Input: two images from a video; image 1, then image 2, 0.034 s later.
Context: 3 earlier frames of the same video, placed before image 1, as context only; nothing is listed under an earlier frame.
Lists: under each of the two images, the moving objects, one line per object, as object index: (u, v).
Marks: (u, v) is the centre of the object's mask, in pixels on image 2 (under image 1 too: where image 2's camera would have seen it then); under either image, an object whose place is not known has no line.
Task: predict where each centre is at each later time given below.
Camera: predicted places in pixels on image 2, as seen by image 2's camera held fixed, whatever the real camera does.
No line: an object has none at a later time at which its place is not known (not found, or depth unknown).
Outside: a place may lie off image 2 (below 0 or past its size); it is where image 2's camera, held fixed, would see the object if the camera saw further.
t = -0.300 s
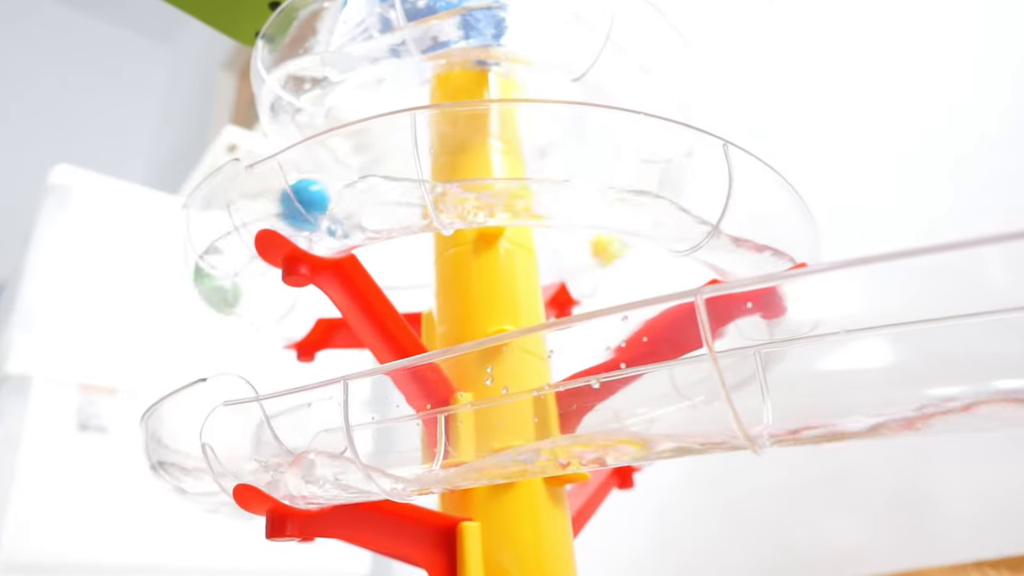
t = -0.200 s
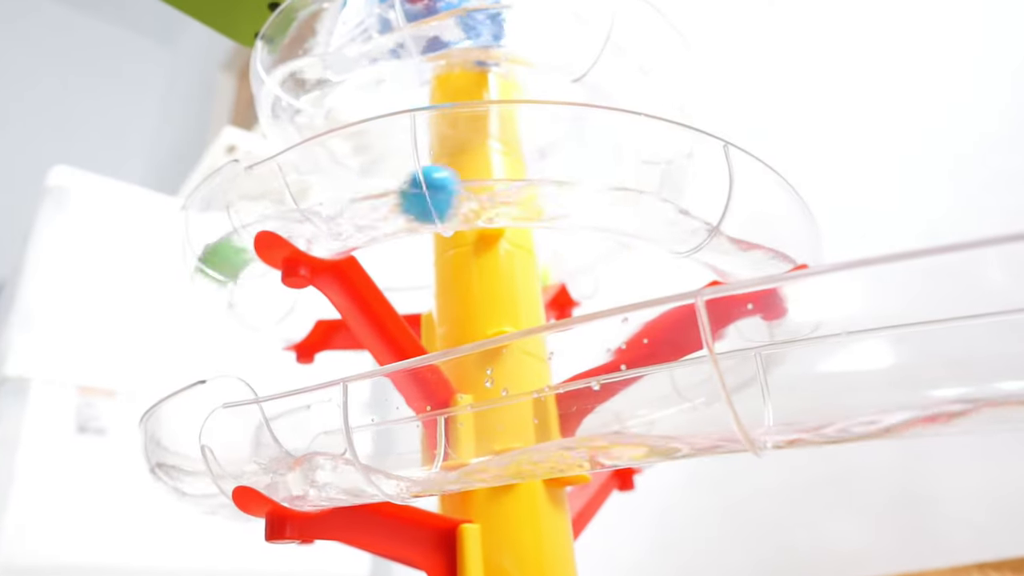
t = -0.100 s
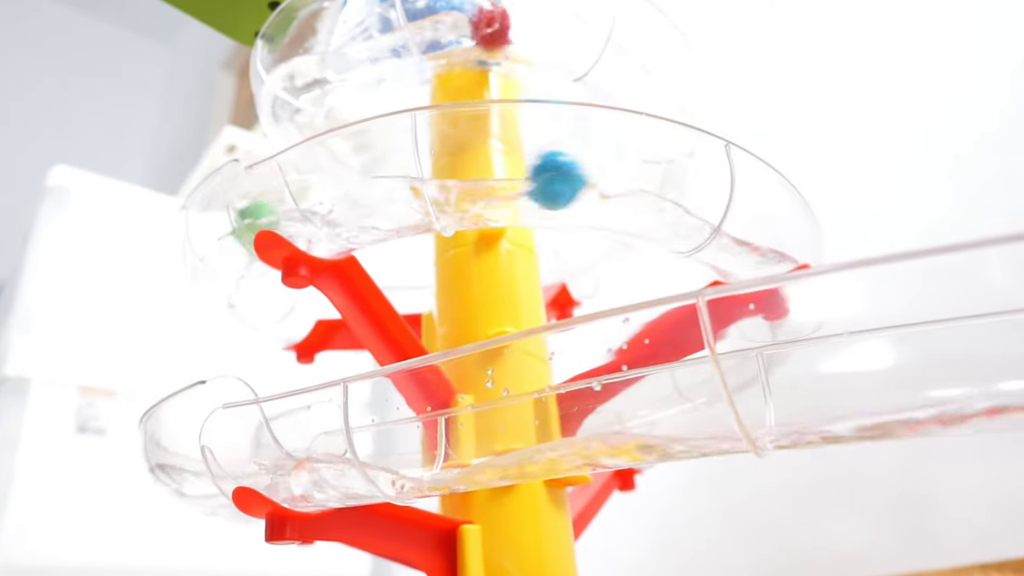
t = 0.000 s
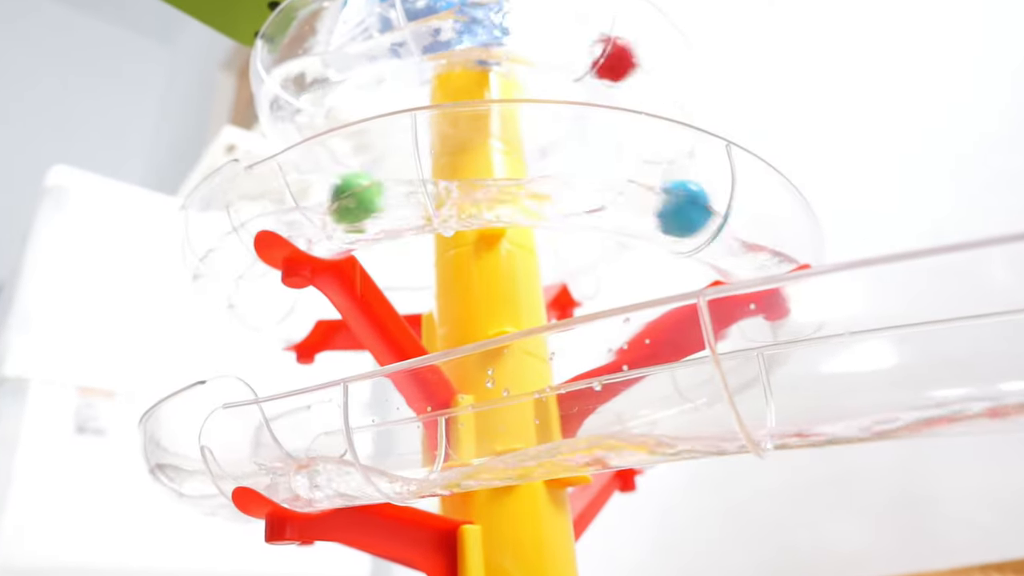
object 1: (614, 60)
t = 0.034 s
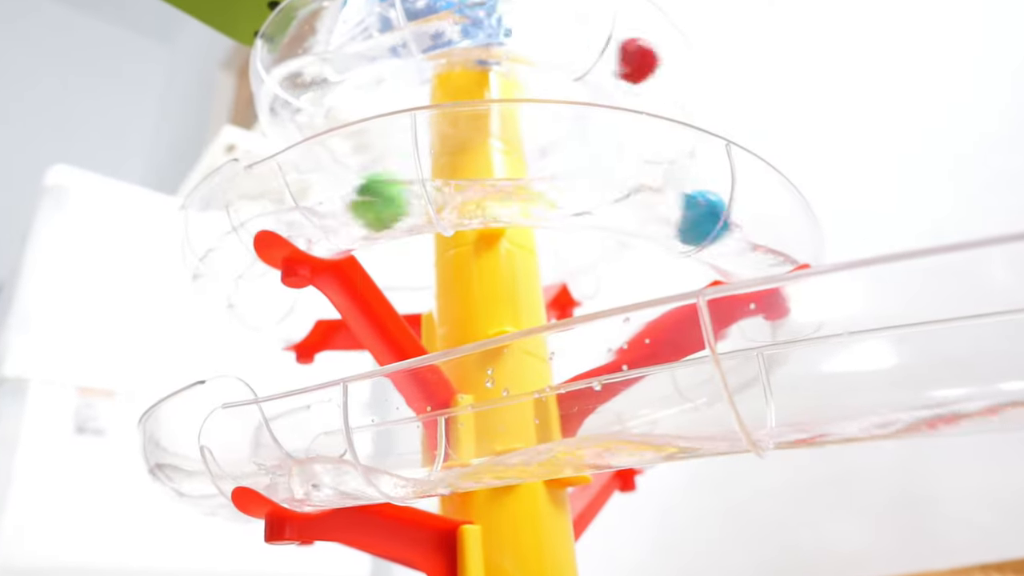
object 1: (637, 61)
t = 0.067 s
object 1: (662, 71)
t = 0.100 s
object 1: (670, 81)
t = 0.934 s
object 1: (297, 327)
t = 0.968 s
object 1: (285, 327)
